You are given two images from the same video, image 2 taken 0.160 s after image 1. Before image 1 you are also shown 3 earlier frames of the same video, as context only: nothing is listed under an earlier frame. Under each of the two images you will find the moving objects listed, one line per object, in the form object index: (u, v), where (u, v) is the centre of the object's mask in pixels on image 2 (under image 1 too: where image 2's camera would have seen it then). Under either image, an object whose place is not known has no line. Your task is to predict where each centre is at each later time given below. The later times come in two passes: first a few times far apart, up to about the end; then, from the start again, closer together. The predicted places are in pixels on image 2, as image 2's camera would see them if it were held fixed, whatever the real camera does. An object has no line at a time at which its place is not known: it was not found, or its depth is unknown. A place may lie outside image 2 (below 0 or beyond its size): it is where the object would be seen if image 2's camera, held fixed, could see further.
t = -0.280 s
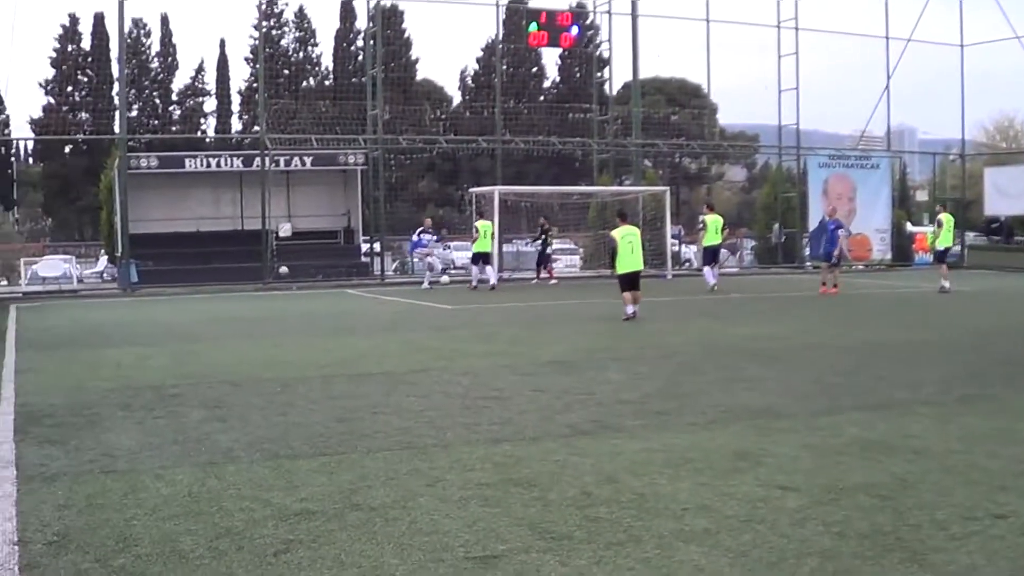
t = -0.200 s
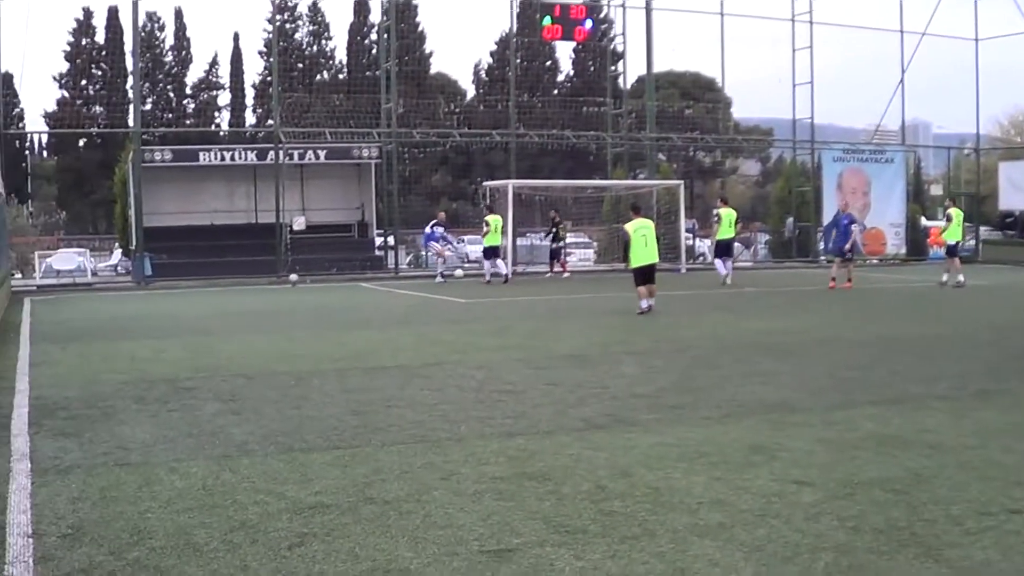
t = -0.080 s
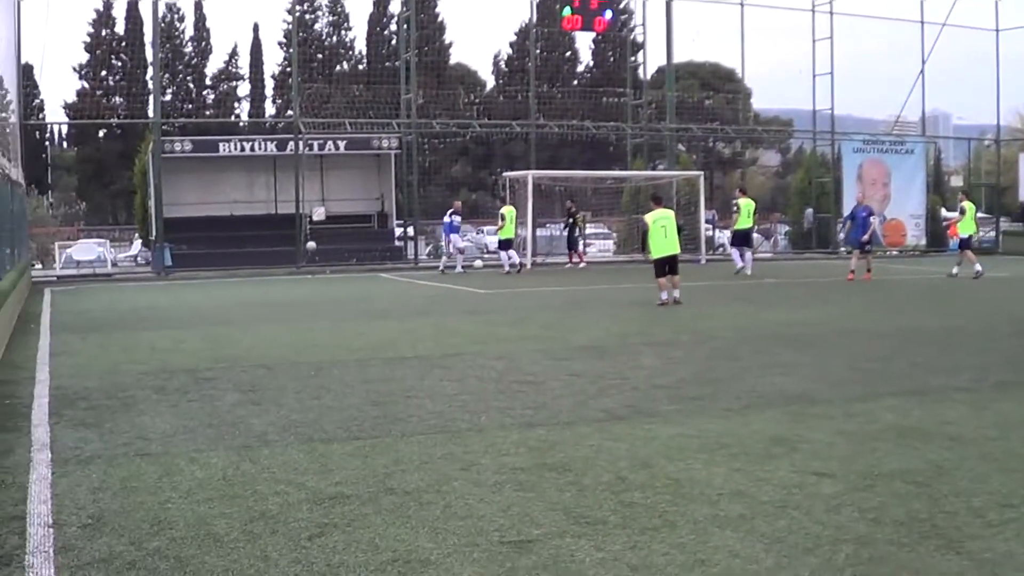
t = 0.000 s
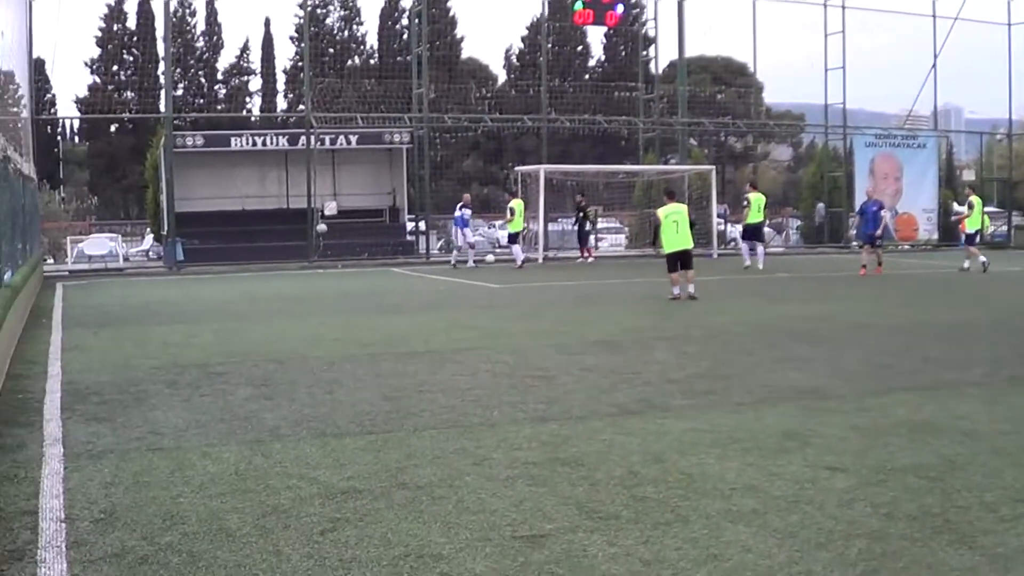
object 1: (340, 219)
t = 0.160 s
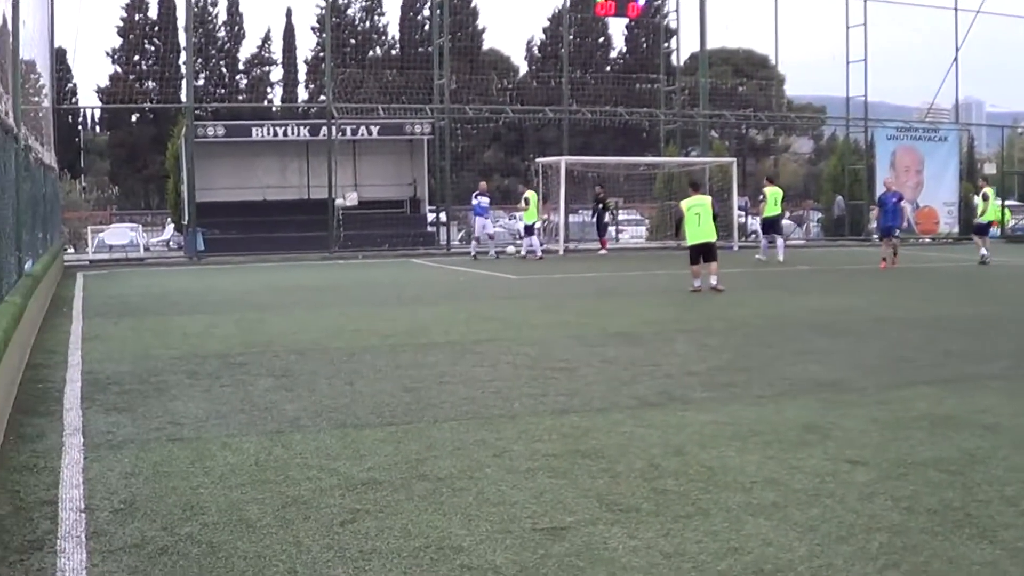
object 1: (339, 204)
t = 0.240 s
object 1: (339, 200)
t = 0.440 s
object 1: (337, 206)
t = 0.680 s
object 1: (334, 246)
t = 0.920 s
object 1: (327, 249)
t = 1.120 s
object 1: (319, 233)
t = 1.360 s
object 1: (308, 245)
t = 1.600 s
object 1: (297, 284)
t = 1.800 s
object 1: (290, 266)
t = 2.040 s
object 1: (280, 283)
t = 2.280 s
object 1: (265, 292)
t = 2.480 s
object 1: (251, 299)
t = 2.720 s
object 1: (231, 317)
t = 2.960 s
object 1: (209, 333)
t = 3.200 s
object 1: (186, 349)
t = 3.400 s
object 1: (163, 358)
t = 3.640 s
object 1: (131, 374)
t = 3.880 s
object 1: (90, 390)
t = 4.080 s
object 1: (51, 406)
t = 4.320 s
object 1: (28, 431)
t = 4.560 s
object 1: (42, 446)
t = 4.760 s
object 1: (53, 464)
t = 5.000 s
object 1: (64, 488)
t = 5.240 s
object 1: (76, 513)
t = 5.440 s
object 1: (88, 537)
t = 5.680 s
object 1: (112, 560)
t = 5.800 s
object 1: (126, 566)
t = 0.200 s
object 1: (339, 201)
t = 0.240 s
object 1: (339, 200)
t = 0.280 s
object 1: (339, 200)
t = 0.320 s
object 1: (339, 200)
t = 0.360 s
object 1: (338, 202)
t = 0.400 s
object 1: (338, 204)
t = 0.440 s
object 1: (337, 206)
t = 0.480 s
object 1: (337, 211)
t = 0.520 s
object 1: (336, 216)
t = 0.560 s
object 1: (336, 222)
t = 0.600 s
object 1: (335, 229)
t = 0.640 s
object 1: (335, 237)
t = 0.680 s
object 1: (334, 246)
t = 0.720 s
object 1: (333, 255)
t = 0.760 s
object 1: (333, 266)
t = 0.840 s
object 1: (330, 262)
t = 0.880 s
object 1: (329, 255)
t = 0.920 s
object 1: (327, 249)
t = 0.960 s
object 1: (325, 244)
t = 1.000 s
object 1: (324, 240)
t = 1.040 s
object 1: (322, 237)
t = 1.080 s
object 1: (320, 235)
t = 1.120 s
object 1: (319, 233)
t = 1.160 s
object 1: (317, 233)
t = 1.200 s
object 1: (315, 233)
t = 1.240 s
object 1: (314, 235)
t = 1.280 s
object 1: (312, 237)
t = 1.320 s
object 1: (310, 241)
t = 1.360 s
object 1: (308, 245)
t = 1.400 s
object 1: (306, 251)
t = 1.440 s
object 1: (305, 259)
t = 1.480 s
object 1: (302, 268)
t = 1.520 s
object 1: (301, 278)
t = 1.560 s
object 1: (298, 289)
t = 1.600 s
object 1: (297, 284)
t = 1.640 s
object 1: (296, 278)
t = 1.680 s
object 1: (294, 273)
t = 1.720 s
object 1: (292, 270)
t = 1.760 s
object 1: (292, 267)
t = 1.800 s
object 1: (290, 266)
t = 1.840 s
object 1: (289, 266)
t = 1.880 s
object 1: (287, 267)
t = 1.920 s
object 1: (285, 269)
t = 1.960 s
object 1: (283, 272)
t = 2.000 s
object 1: (281, 277)
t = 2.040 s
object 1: (280, 283)
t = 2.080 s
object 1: (278, 291)
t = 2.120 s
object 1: (276, 300)
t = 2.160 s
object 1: (274, 305)
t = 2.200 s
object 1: (271, 298)
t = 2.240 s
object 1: (268, 294)
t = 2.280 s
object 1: (265, 292)
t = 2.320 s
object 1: (263, 291)
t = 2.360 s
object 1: (260, 291)
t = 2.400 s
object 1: (257, 292)
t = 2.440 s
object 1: (254, 295)
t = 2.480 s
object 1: (251, 299)
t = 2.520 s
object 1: (248, 305)
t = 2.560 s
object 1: (245, 312)
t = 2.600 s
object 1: (241, 322)
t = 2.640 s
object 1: (238, 320)
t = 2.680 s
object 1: (235, 318)
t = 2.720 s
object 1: (231, 317)
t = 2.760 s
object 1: (228, 317)
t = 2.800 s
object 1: (224, 319)
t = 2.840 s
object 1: (220, 323)
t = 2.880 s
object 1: (217, 329)
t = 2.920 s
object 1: (213, 336)
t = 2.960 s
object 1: (209, 333)
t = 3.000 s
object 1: (205, 332)
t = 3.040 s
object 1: (202, 332)
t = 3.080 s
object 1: (198, 334)
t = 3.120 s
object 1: (194, 337)
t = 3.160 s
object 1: (190, 343)
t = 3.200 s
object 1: (186, 349)
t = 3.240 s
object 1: (181, 347)
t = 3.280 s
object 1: (177, 347)
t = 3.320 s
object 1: (172, 349)
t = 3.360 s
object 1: (168, 352)
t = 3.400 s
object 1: (163, 358)
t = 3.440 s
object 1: (158, 361)
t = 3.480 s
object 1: (152, 360)
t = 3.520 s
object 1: (148, 362)
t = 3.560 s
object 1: (142, 366)
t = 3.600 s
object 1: (137, 372)
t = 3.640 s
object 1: (131, 374)
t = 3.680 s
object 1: (125, 375)
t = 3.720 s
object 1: (118, 379)
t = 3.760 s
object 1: (111, 384)
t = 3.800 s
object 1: (104, 384)
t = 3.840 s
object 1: (97, 386)
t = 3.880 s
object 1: (90, 390)
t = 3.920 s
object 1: (83, 396)
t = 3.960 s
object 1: (75, 397)
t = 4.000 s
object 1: (68, 397)
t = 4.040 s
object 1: (60, 400)
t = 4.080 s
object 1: (51, 406)
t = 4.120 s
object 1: (43, 415)
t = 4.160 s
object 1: (34, 415)
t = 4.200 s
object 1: (25, 417)
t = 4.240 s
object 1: (17, 422)
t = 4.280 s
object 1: (22, 425)
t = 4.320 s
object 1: (28, 431)
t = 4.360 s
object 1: (31, 431)
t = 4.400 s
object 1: (31, 432)
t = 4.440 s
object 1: (35, 435)
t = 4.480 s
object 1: (38, 442)
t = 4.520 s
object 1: (40, 444)
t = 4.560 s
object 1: (42, 446)
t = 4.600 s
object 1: (44, 450)
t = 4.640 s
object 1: (46, 455)
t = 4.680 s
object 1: (48, 457)
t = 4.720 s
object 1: (51, 461)
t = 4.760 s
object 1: (53, 464)
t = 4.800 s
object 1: (54, 468)
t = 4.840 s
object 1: (56, 471)
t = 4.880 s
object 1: (57, 474)
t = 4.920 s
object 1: (60, 479)
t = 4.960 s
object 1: (62, 483)
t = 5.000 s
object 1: (64, 488)
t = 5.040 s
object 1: (66, 492)
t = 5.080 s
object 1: (67, 496)
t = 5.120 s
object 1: (70, 500)
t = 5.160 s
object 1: (71, 504)
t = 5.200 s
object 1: (74, 509)
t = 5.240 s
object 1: (76, 513)
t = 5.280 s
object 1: (79, 517)
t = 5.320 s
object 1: (82, 522)
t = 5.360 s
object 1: (84, 527)
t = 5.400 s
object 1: (86, 532)
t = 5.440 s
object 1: (88, 537)
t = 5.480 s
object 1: (92, 542)
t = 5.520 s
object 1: (96, 546)
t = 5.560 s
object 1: (100, 550)
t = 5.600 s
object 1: (104, 554)
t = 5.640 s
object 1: (108, 557)
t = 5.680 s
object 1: (112, 560)
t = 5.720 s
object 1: (118, 563)
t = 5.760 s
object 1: (121, 564)
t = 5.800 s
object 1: (126, 566)
